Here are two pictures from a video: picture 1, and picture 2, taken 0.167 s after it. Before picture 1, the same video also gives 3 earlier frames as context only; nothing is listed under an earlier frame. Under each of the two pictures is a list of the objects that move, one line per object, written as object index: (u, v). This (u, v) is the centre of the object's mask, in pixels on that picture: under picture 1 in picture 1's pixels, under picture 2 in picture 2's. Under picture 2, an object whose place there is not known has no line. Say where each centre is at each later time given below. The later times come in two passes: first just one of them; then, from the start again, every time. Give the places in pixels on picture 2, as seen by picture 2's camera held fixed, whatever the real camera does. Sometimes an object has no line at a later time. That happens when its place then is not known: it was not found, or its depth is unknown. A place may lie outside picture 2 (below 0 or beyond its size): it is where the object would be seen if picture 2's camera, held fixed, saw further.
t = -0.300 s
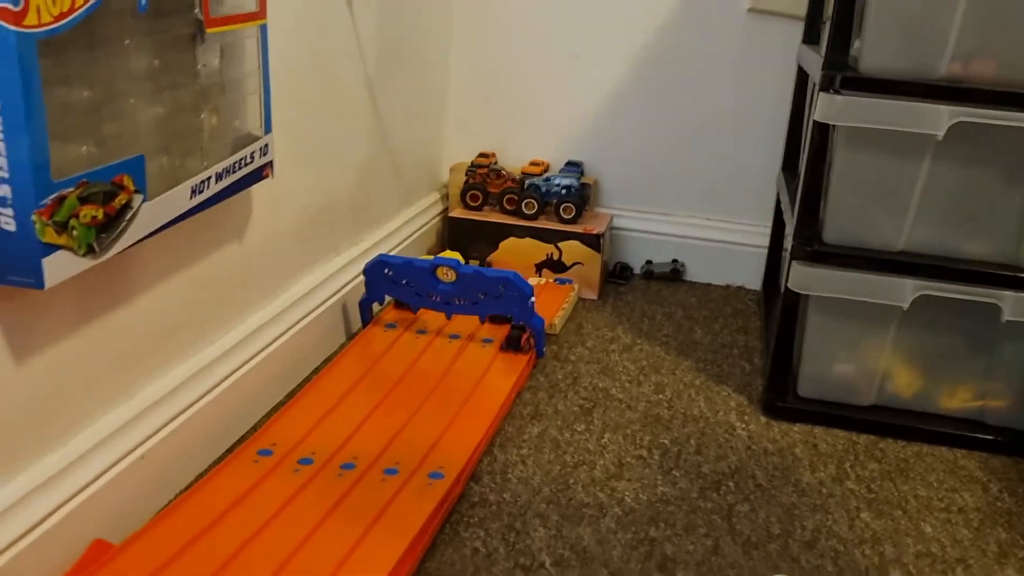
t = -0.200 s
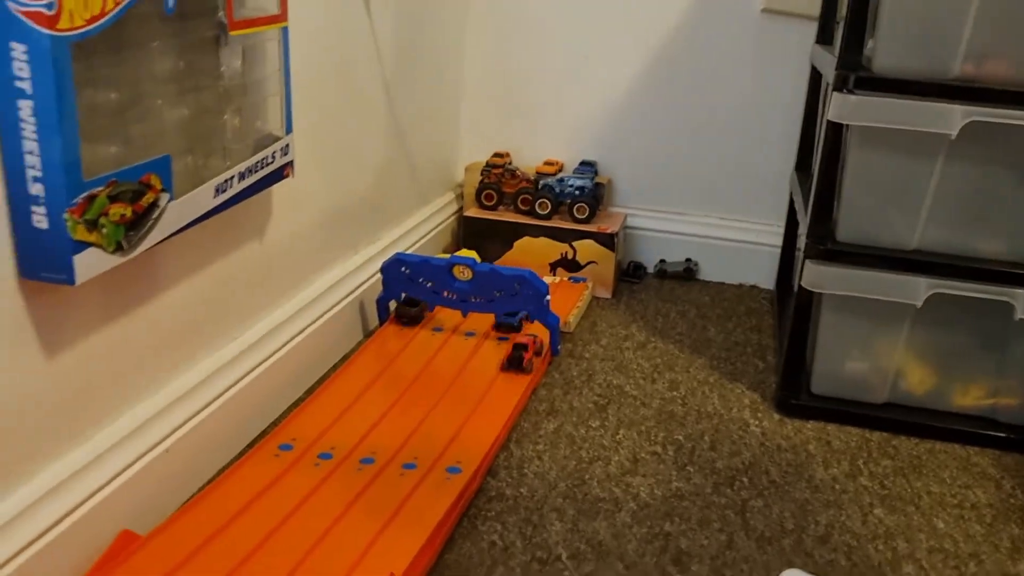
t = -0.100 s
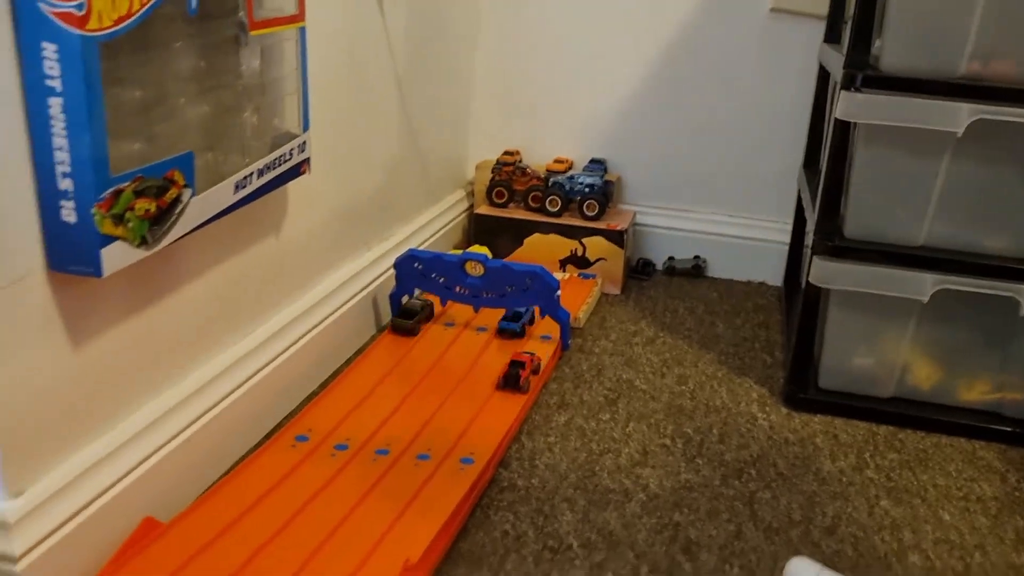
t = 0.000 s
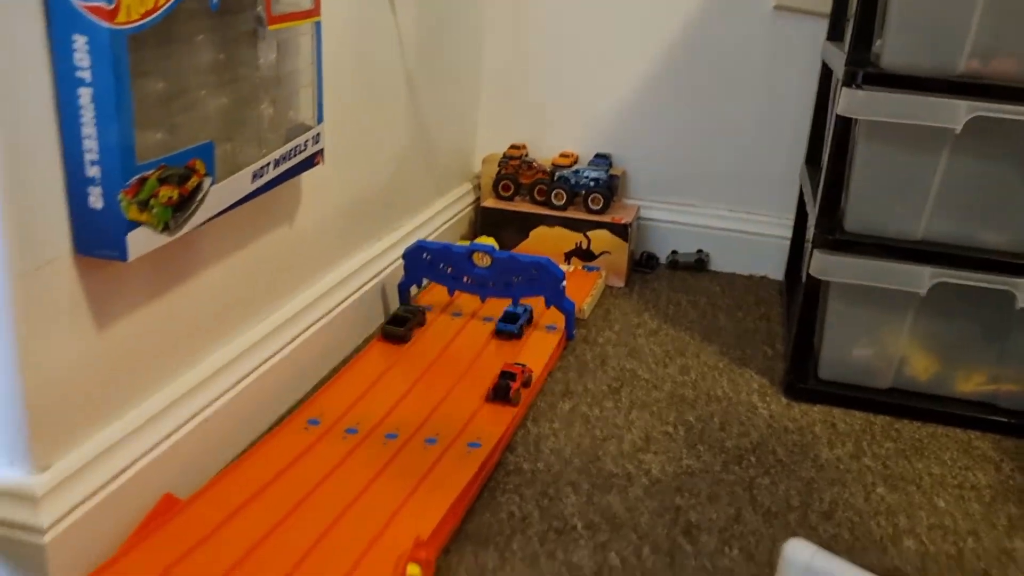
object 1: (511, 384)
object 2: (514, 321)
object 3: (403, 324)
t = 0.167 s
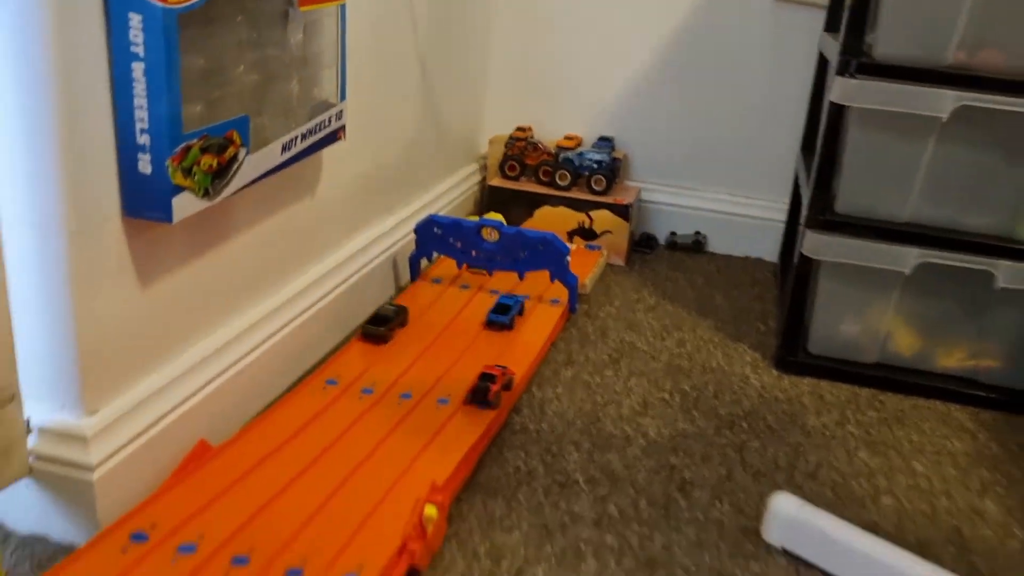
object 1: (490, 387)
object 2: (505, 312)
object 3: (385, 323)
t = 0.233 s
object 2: (499, 320)
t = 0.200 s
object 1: (485, 394)
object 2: (502, 316)
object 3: (378, 329)
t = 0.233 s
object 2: (499, 320)
